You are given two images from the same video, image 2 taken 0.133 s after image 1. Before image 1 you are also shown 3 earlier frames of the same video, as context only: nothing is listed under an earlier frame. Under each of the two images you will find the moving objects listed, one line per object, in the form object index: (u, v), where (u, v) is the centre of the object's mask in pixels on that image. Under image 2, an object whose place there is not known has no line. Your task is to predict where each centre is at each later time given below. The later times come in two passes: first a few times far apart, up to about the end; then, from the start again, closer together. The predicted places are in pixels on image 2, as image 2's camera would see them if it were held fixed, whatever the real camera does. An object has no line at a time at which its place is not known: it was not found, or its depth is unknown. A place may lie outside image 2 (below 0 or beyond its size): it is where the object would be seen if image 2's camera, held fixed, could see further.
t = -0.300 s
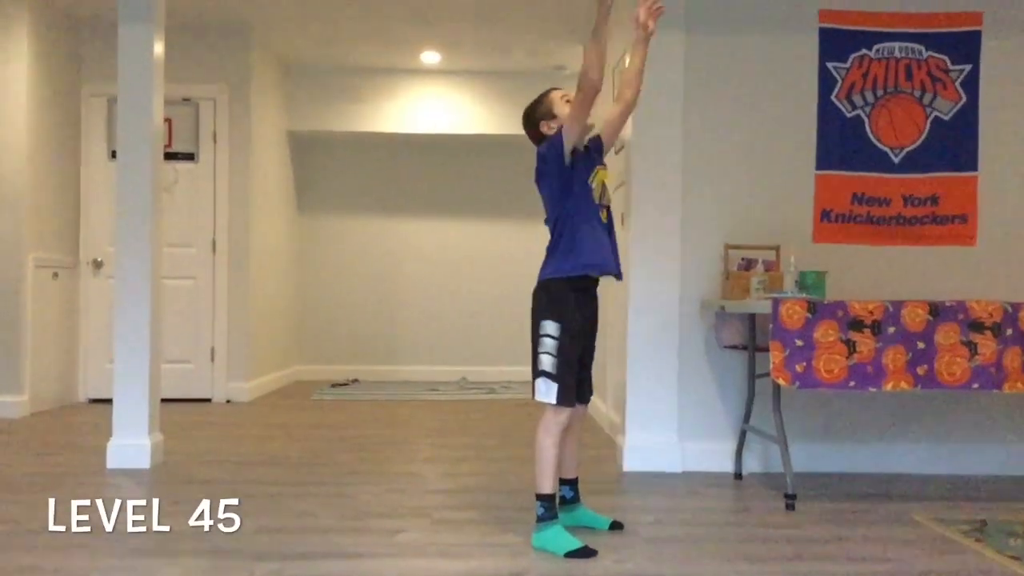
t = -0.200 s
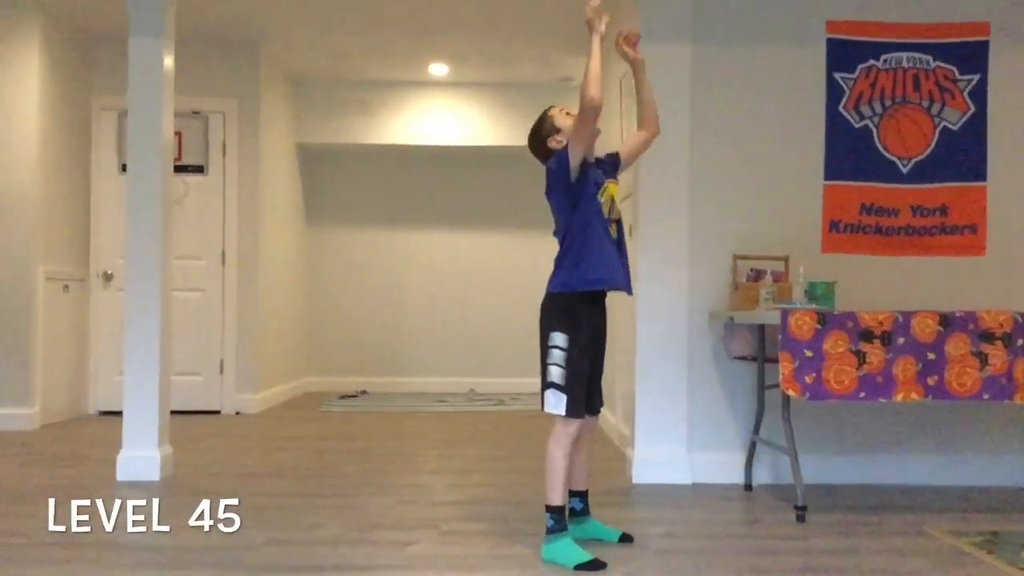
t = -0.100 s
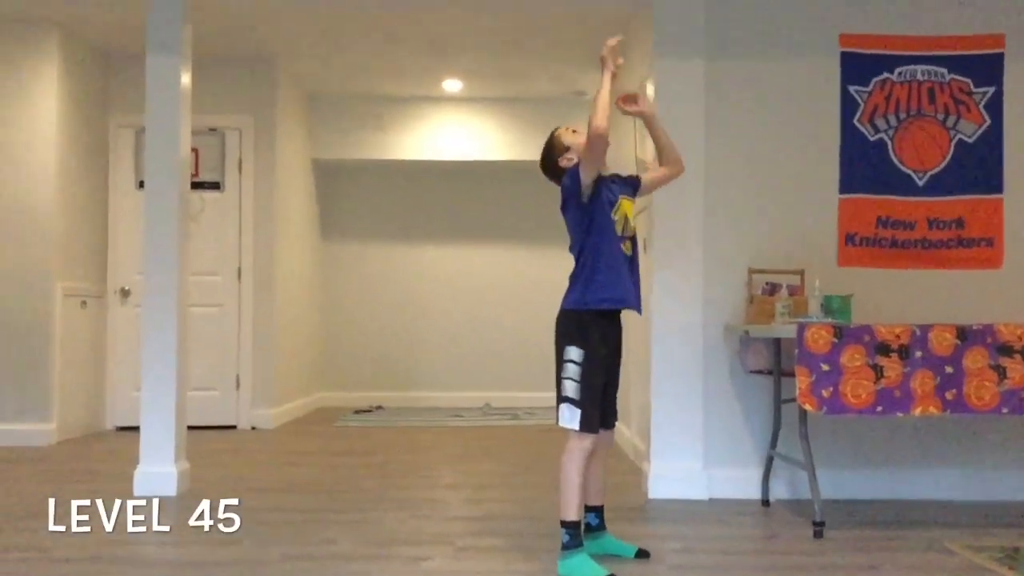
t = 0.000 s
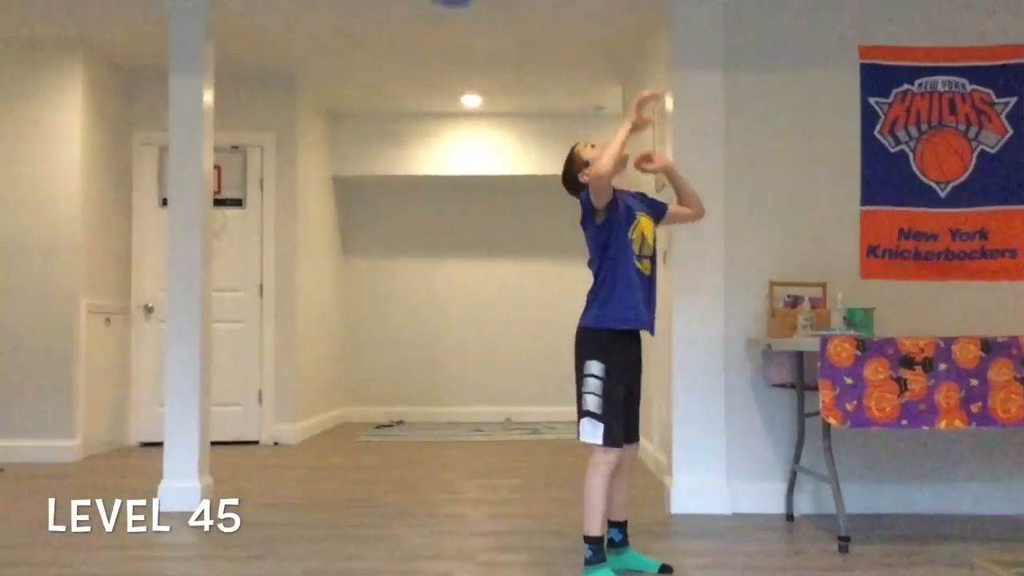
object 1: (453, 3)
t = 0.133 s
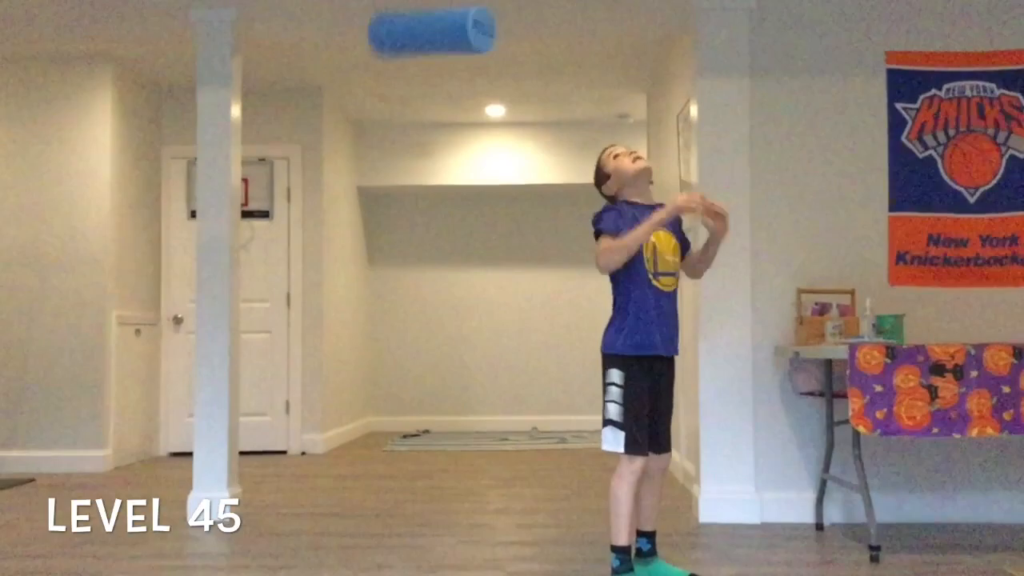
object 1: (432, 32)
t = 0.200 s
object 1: (406, 91)
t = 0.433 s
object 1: (335, 382)
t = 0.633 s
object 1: (320, 493)
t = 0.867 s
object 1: (336, 471)
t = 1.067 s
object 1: (341, 484)
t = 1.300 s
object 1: (338, 493)
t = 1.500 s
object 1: (332, 500)
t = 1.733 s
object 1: (337, 501)
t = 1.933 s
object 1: (339, 501)
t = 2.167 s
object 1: (336, 501)
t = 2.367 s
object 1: (337, 501)
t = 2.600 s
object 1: (340, 501)
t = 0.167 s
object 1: (420, 60)
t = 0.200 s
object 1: (406, 91)
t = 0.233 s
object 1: (394, 125)
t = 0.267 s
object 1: (384, 162)
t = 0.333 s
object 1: (364, 243)
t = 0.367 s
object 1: (353, 288)
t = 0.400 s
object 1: (343, 334)
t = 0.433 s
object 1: (335, 382)
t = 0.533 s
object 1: (311, 525)
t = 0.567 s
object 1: (313, 526)
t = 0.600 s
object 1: (318, 507)
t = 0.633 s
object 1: (320, 493)
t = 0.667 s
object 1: (322, 480)
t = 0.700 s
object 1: (325, 470)
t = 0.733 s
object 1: (328, 463)
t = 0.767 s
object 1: (329, 461)
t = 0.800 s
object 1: (332, 461)
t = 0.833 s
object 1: (334, 465)
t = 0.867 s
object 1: (336, 471)
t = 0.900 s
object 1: (340, 480)
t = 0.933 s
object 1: (342, 492)
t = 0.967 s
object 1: (343, 500)
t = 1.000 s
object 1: (343, 491)
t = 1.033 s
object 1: (342, 485)
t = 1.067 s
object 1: (341, 484)
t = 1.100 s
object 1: (340, 483)
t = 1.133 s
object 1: (340, 486)
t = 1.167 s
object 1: (339, 493)
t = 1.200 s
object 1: (338, 498)
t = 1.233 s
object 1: (338, 494)
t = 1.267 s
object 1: (338, 493)
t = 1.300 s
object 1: (338, 493)
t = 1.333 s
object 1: (337, 498)
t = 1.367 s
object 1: (337, 501)
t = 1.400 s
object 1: (335, 499)
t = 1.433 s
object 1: (334, 500)
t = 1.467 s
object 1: (333, 501)
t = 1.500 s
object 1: (332, 500)
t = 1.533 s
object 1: (331, 501)
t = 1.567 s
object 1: (331, 500)
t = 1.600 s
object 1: (332, 500)
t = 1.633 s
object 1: (332, 501)
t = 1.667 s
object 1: (334, 501)
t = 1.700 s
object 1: (335, 501)
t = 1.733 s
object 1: (337, 501)
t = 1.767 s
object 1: (338, 501)
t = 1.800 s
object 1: (340, 501)
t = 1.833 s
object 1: (341, 501)
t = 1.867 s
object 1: (341, 501)
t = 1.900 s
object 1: (340, 501)
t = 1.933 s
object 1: (339, 501)
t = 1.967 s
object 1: (338, 501)
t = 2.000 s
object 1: (337, 501)
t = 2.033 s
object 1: (336, 501)
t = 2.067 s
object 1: (335, 501)
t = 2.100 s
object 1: (335, 501)
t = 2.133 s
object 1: (336, 501)
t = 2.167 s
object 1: (336, 501)
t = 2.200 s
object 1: (336, 501)
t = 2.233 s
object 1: (337, 501)
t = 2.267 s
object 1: (338, 500)
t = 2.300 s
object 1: (338, 500)
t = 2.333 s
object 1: (338, 501)
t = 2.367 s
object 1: (337, 501)
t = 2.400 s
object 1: (336, 501)
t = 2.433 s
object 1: (336, 501)
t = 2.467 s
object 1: (336, 501)
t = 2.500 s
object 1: (337, 501)
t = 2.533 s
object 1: (338, 502)
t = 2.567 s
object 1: (339, 502)
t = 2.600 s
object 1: (340, 501)
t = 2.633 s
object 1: (341, 502)
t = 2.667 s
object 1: (341, 502)
